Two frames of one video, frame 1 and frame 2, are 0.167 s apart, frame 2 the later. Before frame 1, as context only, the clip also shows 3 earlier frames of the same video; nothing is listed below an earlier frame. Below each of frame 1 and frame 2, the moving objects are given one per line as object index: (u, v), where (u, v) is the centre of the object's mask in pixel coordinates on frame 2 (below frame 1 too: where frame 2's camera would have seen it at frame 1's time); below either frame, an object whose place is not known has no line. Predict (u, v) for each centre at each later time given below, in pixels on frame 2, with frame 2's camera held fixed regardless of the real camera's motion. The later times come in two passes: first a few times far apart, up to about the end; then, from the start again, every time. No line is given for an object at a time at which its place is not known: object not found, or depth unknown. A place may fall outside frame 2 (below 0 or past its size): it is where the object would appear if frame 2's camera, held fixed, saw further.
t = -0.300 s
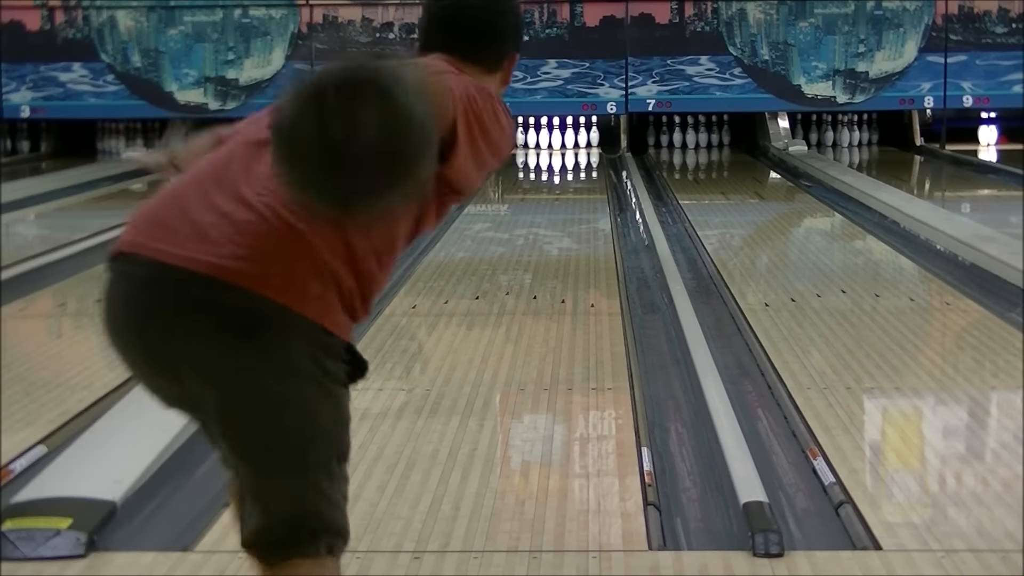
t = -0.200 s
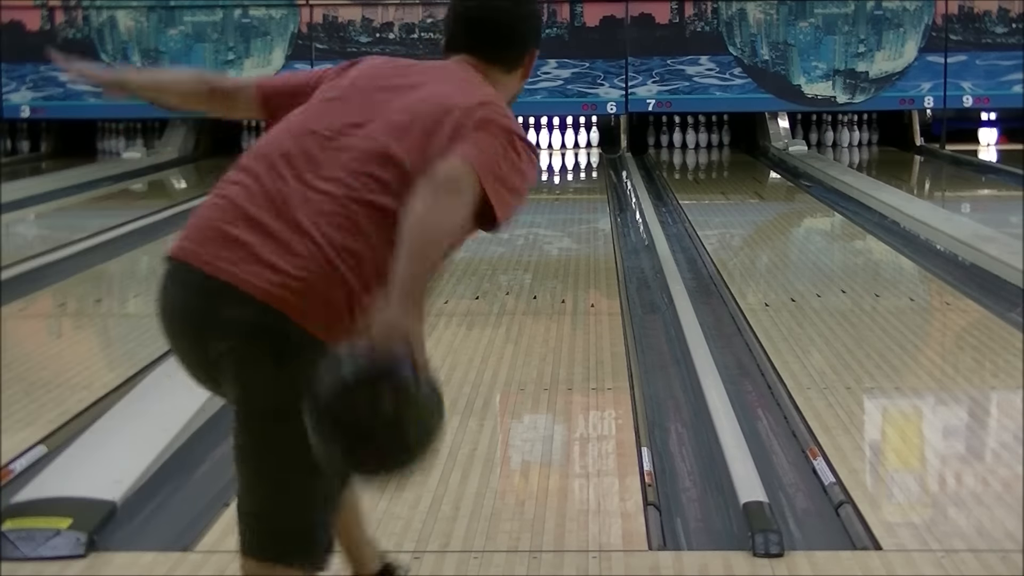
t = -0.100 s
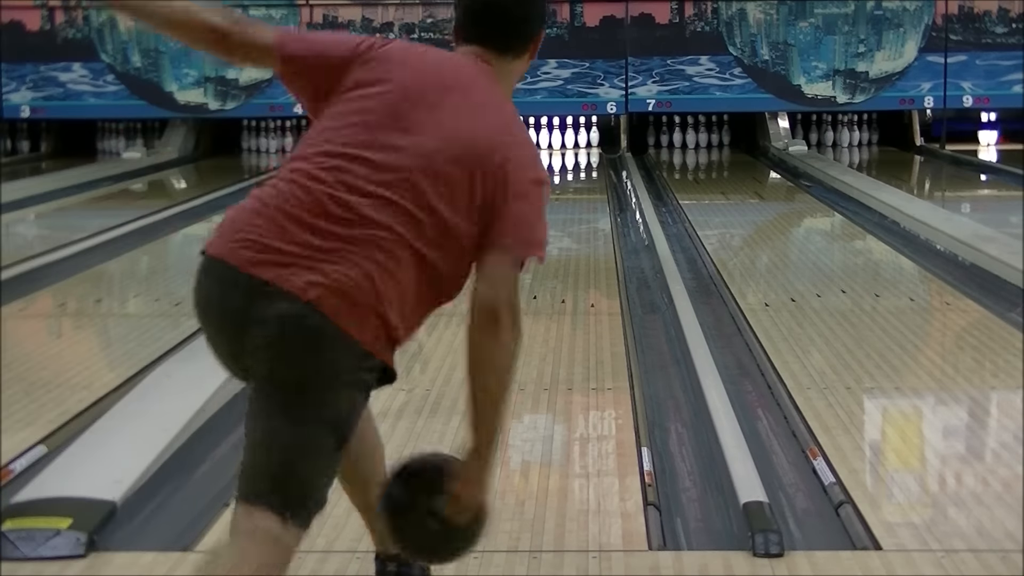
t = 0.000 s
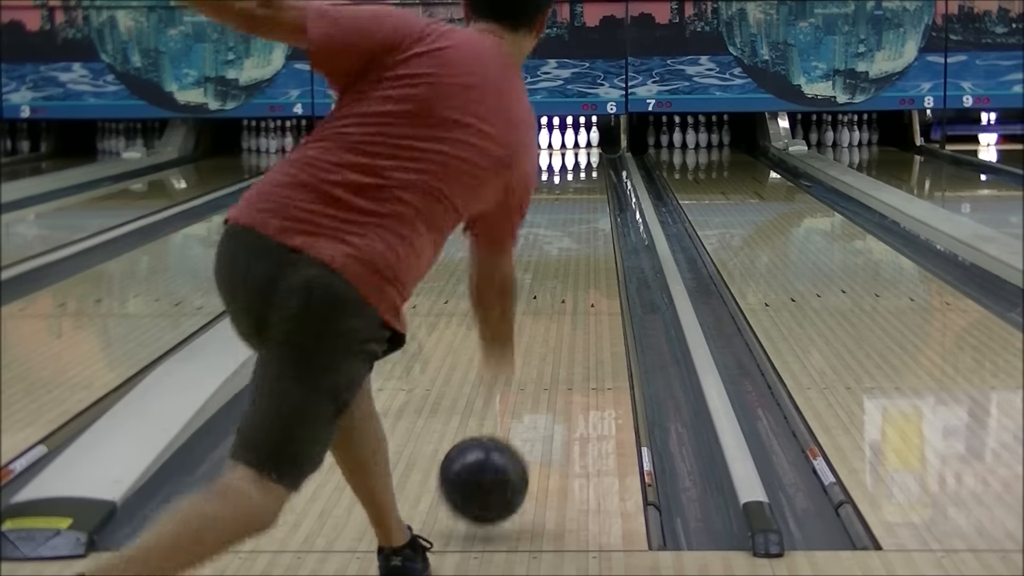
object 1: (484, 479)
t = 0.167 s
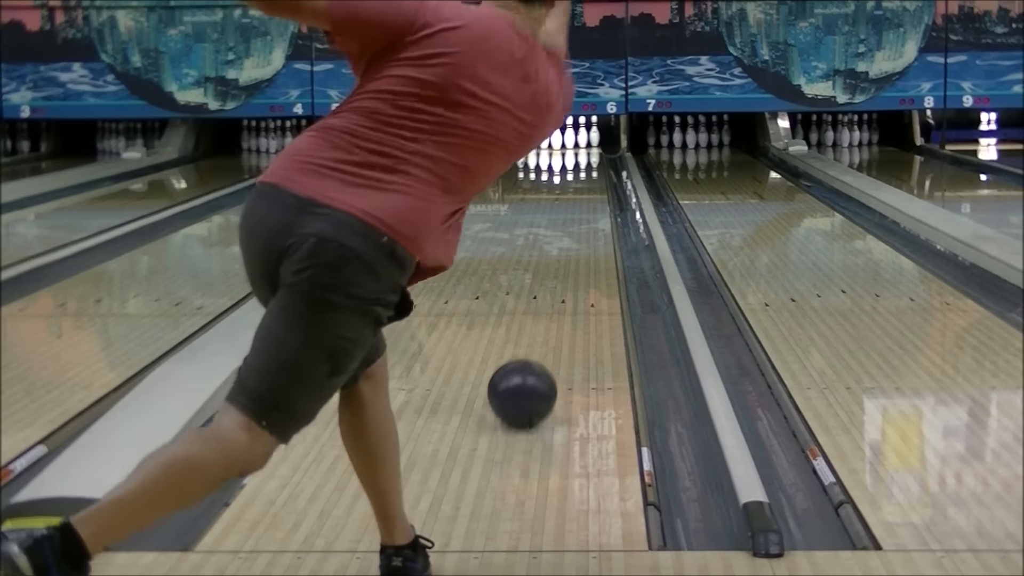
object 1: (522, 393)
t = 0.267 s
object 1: (537, 352)
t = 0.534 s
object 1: (562, 278)
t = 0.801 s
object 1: (576, 233)
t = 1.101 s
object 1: (584, 200)
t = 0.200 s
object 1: (528, 378)
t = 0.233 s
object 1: (533, 364)
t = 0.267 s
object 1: (537, 352)
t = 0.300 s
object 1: (541, 339)
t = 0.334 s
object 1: (545, 328)
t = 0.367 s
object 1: (548, 319)
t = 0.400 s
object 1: (551, 309)
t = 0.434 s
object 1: (555, 300)
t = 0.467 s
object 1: (557, 292)
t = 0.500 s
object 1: (560, 284)
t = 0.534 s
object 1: (562, 278)
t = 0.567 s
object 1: (564, 271)
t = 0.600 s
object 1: (567, 264)
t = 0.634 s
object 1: (569, 258)
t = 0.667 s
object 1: (570, 253)
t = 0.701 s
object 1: (572, 248)
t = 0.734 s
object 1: (573, 242)
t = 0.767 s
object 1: (575, 238)
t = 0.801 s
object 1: (576, 233)
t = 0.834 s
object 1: (577, 229)
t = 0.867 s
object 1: (579, 224)
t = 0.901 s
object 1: (580, 221)
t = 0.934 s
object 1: (580, 217)
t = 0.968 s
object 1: (581, 213)
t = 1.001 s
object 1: (582, 210)
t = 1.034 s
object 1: (583, 207)
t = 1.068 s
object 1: (583, 203)
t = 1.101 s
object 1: (584, 200)
